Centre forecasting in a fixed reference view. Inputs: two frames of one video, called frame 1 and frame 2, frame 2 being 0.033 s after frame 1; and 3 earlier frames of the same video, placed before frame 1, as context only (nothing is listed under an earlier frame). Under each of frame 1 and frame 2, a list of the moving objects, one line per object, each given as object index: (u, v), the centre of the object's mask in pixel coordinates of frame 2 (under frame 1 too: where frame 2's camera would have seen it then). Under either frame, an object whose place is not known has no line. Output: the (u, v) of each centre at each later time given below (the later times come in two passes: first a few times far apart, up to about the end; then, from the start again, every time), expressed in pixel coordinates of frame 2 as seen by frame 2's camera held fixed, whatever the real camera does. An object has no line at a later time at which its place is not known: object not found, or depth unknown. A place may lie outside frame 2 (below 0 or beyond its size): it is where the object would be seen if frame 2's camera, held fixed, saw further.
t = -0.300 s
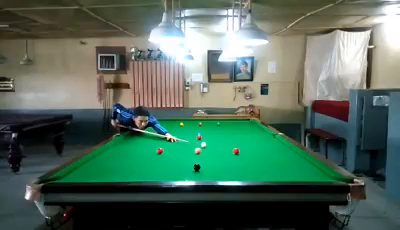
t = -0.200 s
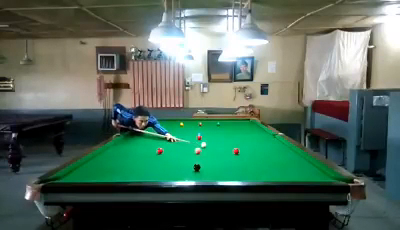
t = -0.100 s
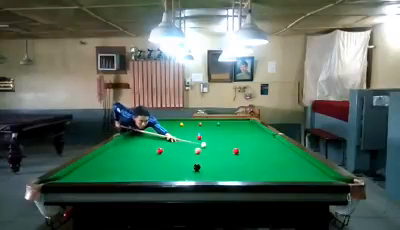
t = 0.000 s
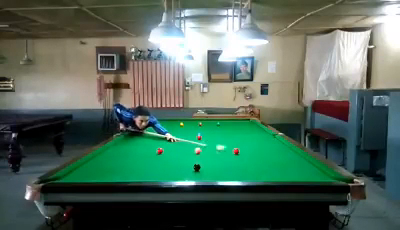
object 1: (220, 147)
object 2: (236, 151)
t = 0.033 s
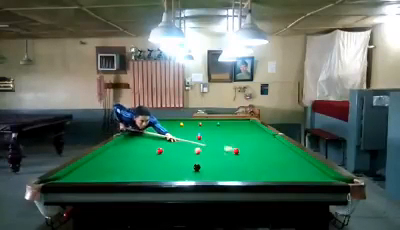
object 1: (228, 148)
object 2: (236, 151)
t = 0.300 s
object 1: (244, 148)
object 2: (286, 166)
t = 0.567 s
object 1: (254, 146)
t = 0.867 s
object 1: (264, 145)
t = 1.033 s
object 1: (269, 144)
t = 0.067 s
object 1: (234, 149)
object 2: (240, 152)
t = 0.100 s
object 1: (235, 149)
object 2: (246, 154)
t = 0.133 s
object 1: (237, 149)
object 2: (252, 155)
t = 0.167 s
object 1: (238, 149)
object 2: (259, 157)
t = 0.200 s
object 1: (240, 149)
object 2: (265, 159)
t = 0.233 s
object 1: (242, 148)
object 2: (272, 161)
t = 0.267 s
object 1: (243, 148)
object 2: (279, 164)
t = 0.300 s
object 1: (244, 148)
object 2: (286, 166)
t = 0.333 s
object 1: (245, 148)
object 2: (293, 168)
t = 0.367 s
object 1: (247, 147)
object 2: (300, 170)
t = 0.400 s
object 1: (248, 147)
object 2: (308, 172)
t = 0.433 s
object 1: (249, 147)
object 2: (316, 174)
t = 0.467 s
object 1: (251, 147)
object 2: (325, 176)
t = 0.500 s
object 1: (252, 147)
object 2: (334, 178)
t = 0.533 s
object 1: (253, 147)
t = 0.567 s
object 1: (254, 146)
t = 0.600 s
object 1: (255, 146)
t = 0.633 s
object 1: (256, 146)
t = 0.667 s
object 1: (257, 146)
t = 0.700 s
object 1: (259, 146)
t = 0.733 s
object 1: (260, 145)
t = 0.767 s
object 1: (261, 146)
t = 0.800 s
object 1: (262, 145)
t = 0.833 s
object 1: (263, 145)
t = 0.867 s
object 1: (264, 145)
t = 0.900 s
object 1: (265, 144)
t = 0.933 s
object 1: (266, 144)
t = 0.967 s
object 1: (267, 144)
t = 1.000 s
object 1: (268, 144)
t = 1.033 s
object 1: (269, 144)
